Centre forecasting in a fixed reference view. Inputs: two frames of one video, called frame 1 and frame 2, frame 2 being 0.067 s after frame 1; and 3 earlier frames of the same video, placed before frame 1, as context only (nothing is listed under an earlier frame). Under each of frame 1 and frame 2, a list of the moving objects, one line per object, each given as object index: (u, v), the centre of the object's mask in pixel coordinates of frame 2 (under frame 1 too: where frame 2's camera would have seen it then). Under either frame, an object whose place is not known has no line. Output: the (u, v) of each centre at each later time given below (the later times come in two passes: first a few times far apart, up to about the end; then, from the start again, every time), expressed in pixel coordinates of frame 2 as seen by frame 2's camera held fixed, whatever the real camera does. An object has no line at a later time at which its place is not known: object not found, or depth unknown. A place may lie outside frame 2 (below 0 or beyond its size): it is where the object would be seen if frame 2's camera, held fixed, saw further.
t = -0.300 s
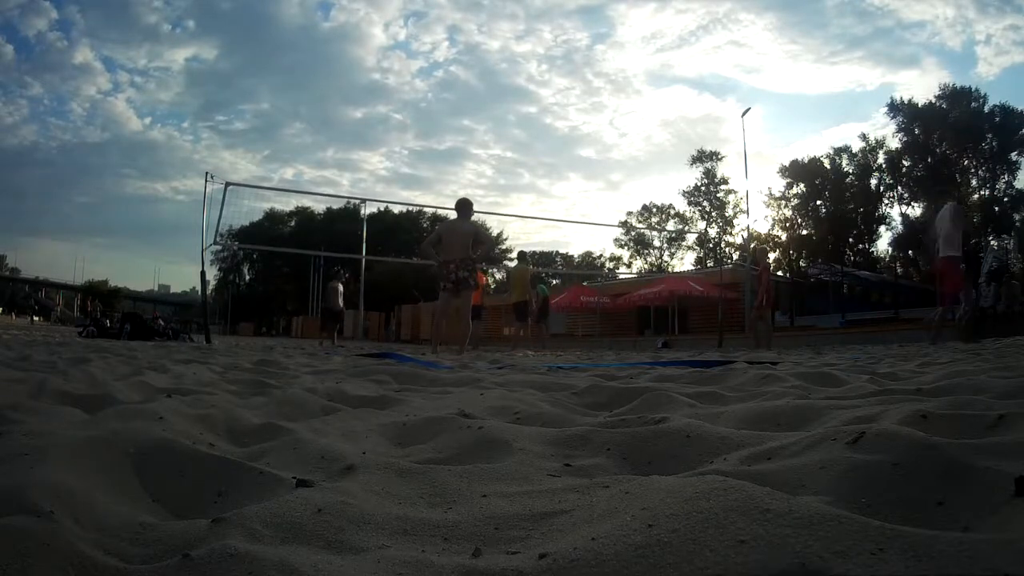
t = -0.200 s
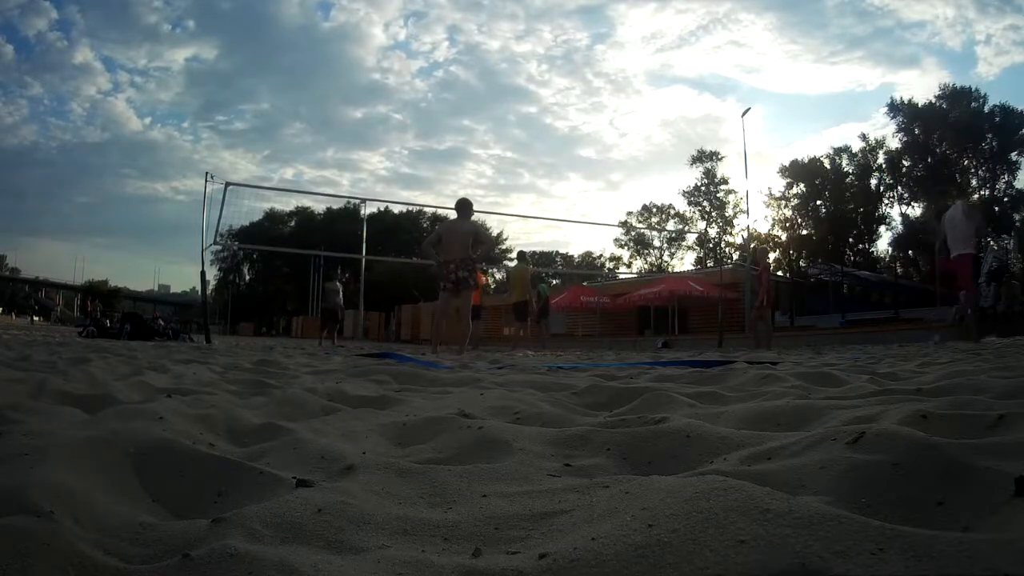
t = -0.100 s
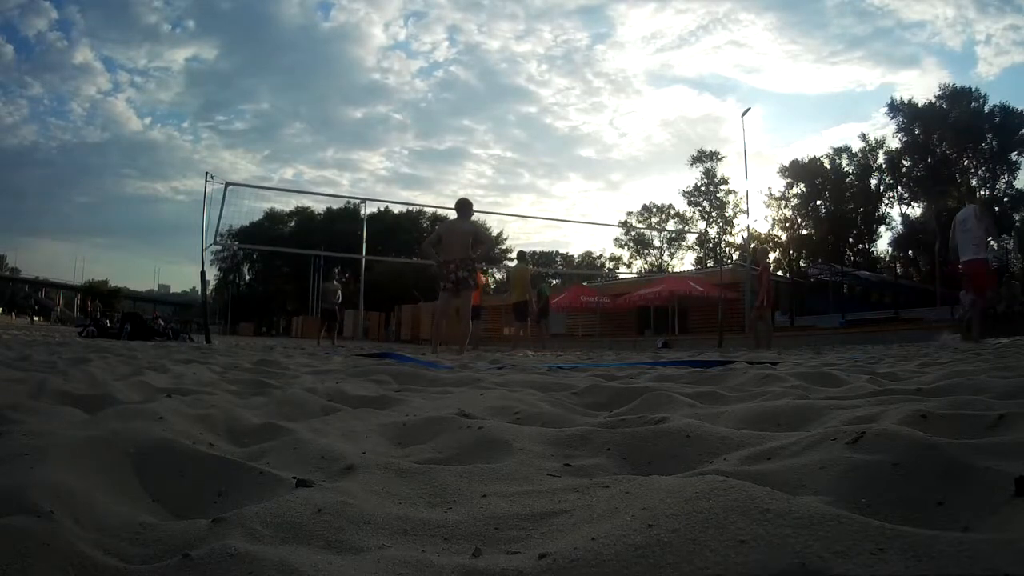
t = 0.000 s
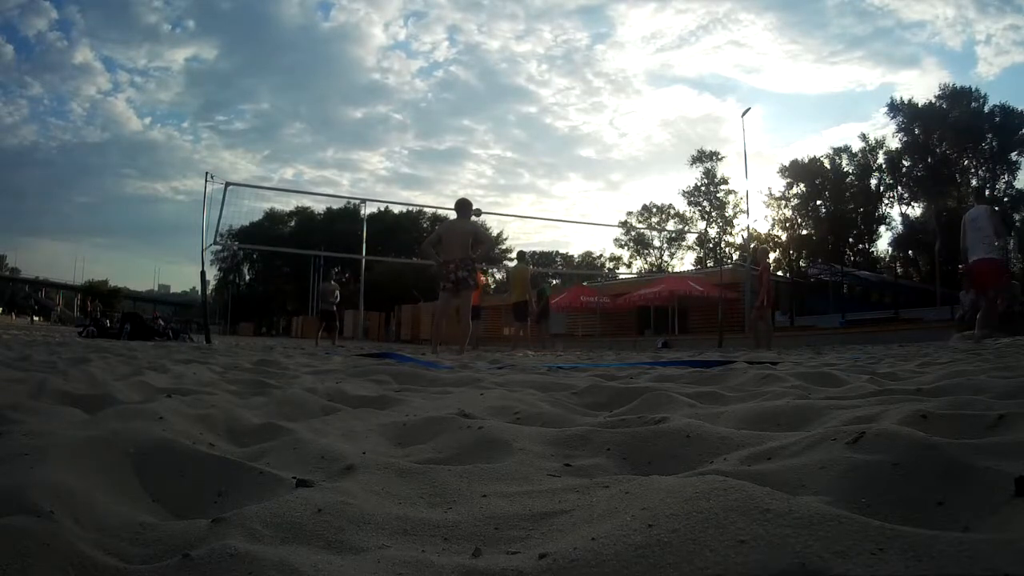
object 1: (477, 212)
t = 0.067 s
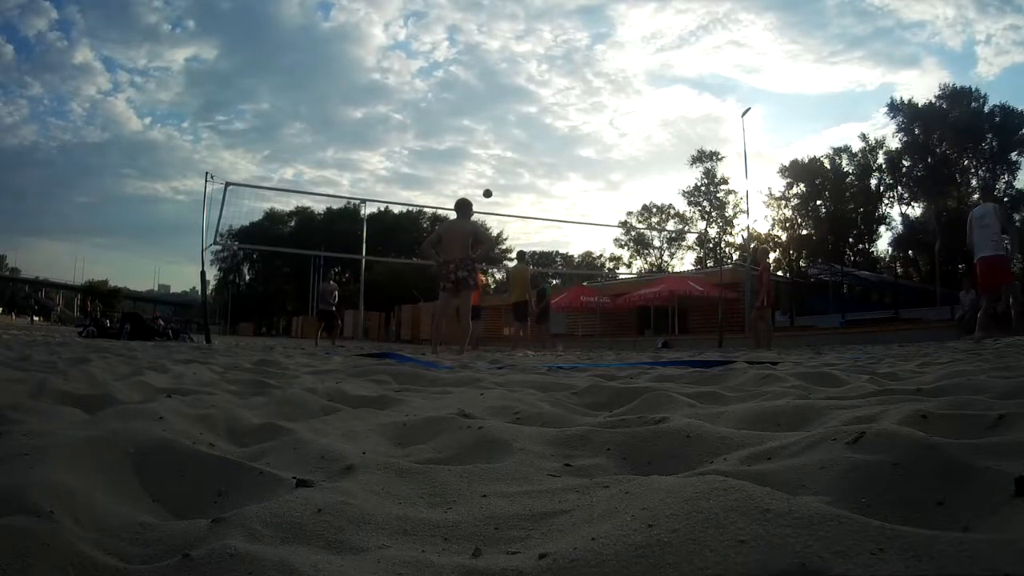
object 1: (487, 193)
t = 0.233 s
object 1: (515, 151)
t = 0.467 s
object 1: (559, 107)
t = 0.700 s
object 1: (615, 84)
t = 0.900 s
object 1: (676, 88)
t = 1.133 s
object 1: (771, 136)
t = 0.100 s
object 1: (492, 185)
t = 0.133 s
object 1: (498, 175)
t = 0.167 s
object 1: (503, 167)
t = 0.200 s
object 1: (509, 159)
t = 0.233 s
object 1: (515, 151)
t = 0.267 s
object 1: (520, 144)
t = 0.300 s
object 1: (526, 137)
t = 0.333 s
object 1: (532, 130)
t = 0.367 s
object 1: (539, 124)
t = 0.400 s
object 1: (545, 118)
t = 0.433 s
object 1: (552, 112)
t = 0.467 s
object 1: (559, 107)
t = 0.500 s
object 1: (566, 102)
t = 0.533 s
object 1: (574, 98)
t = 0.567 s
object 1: (582, 94)
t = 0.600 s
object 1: (590, 91)
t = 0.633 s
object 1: (598, 88)
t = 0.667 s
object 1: (606, 86)
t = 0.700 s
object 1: (615, 84)
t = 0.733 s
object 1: (624, 83)
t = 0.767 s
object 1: (634, 83)
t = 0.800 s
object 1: (644, 83)
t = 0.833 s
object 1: (654, 84)
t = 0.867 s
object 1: (665, 86)
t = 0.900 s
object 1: (676, 88)
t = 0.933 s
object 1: (688, 92)
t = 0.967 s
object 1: (700, 96)
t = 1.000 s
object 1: (713, 102)
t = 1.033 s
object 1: (726, 108)
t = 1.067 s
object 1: (740, 116)
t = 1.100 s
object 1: (756, 125)
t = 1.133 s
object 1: (771, 136)
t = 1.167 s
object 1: (786, 148)
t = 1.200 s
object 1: (801, 157)
